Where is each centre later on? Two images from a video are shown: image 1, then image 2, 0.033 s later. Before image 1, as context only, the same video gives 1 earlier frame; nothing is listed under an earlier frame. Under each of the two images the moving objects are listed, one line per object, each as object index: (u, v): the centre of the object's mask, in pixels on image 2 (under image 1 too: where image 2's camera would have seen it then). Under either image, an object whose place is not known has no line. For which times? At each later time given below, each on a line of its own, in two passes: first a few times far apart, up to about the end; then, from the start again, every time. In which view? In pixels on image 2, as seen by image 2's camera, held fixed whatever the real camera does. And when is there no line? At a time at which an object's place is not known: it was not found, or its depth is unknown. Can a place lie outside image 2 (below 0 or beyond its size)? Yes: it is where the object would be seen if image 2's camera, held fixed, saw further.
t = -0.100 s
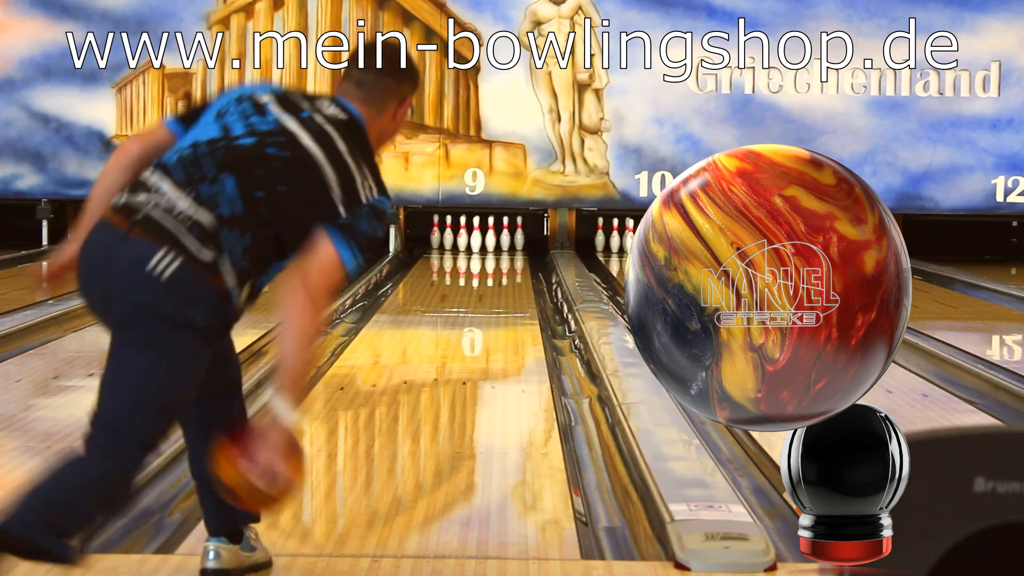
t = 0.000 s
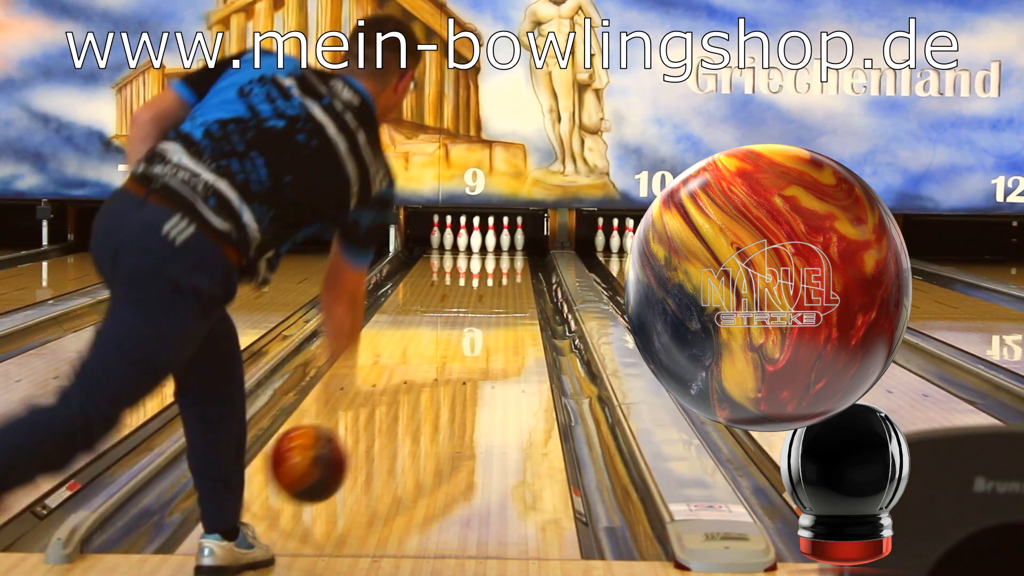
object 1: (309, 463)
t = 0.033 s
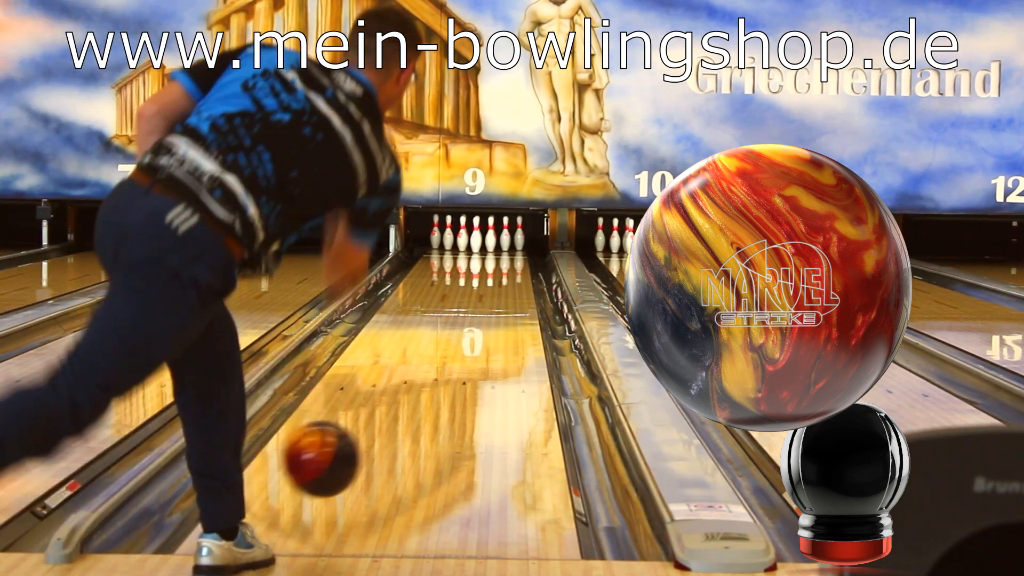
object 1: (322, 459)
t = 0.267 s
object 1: (392, 415)
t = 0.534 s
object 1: (441, 363)
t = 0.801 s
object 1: (471, 328)
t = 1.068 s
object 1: (491, 303)
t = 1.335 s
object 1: (503, 285)
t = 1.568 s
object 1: (510, 272)
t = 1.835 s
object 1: (509, 260)
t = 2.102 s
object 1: (498, 251)
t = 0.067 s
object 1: (335, 458)
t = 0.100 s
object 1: (346, 460)
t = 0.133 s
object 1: (357, 451)
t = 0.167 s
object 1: (367, 440)
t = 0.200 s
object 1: (376, 433)
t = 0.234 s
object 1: (384, 424)
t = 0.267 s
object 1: (392, 415)
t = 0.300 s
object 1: (400, 407)
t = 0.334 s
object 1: (407, 400)
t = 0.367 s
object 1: (413, 393)
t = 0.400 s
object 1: (420, 386)
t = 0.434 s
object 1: (426, 380)
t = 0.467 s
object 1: (431, 374)
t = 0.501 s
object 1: (436, 368)
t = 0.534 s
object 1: (441, 363)
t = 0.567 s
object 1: (446, 358)
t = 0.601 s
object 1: (450, 353)
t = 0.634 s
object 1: (454, 348)
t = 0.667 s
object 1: (458, 344)
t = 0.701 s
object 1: (462, 340)
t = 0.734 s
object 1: (465, 336)
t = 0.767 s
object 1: (468, 332)
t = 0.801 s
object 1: (471, 328)
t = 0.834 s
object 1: (475, 325)
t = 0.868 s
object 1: (477, 321)
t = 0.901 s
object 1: (480, 318)
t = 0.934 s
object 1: (482, 314)
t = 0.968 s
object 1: (485, 312)
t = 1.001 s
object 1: (487, 309)
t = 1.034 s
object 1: (489, 306)
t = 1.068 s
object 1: (491, 303)
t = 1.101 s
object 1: (493, 300)
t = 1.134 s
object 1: (495, 298)
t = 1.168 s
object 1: (496, 296)
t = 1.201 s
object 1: (498, 294)
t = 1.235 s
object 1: (499, 291)
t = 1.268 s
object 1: (501, 289)
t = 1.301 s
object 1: (502, 287)
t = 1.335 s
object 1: (503, 285)
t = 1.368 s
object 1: (504, 283)
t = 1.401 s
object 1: (505, 280)
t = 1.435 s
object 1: (506, 279)
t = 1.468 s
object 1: (507, 277)
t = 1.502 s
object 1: (508, 275)
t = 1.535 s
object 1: (509, 274)
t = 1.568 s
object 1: (510, 272)
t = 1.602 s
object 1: (510, 270)
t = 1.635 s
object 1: (510, 269)
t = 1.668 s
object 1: (510, 267)
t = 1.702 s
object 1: (511, 266)
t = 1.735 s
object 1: (511, 265)
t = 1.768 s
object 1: (510, 263)
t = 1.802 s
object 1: (510, 262)
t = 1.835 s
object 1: (509, 260)
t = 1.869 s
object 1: (508, 260)
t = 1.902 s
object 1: (507, 258)
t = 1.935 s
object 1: (506, 257)
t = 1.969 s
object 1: (506, 256)
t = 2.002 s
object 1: (504, 255)
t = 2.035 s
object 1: (502, 253)
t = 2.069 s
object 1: (500, 252)
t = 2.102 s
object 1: (498, 251)
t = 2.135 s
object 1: (497, 250)
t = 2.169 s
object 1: (495, 249)
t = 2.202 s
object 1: (492, 248)
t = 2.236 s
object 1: (490, 248)
